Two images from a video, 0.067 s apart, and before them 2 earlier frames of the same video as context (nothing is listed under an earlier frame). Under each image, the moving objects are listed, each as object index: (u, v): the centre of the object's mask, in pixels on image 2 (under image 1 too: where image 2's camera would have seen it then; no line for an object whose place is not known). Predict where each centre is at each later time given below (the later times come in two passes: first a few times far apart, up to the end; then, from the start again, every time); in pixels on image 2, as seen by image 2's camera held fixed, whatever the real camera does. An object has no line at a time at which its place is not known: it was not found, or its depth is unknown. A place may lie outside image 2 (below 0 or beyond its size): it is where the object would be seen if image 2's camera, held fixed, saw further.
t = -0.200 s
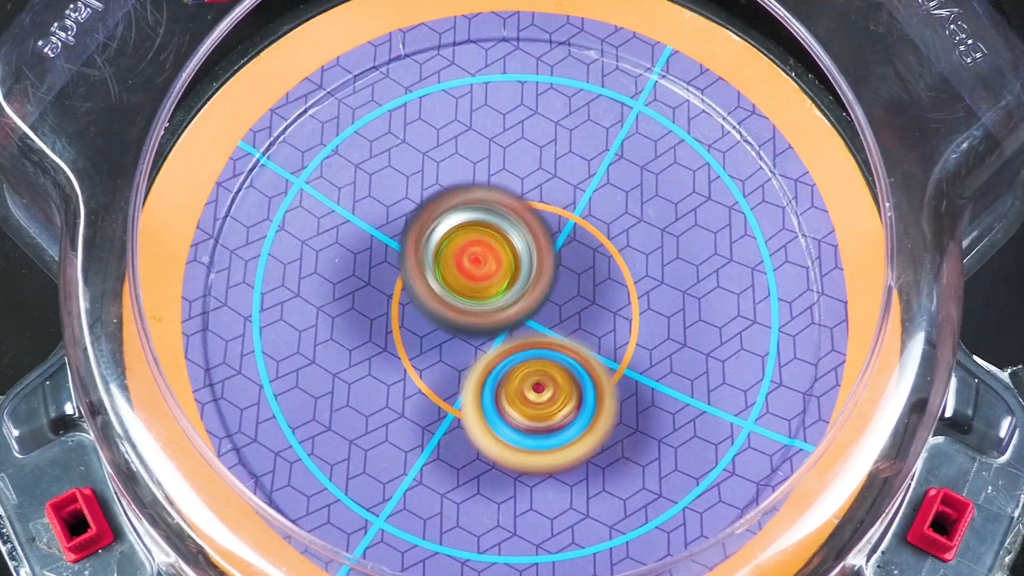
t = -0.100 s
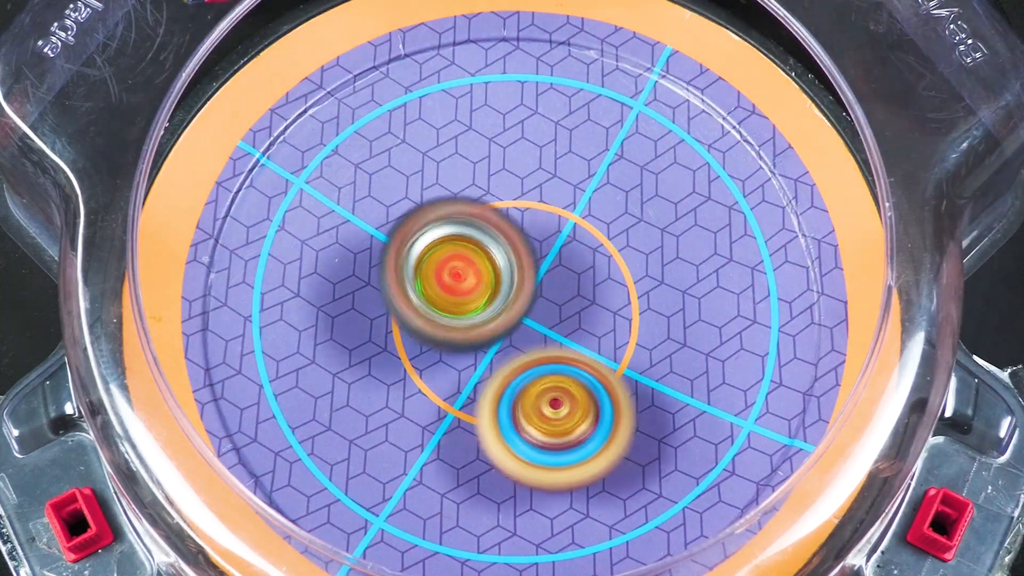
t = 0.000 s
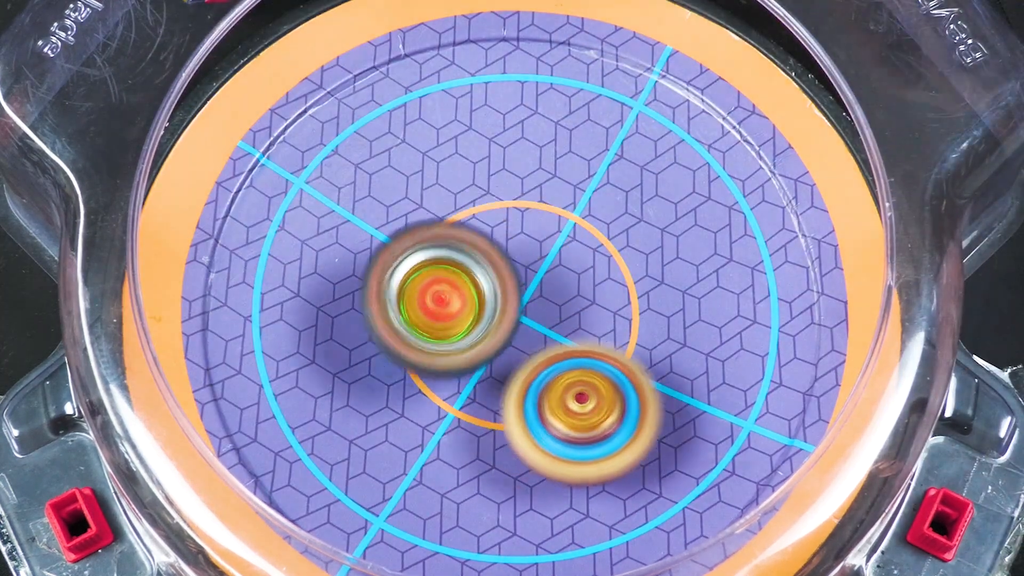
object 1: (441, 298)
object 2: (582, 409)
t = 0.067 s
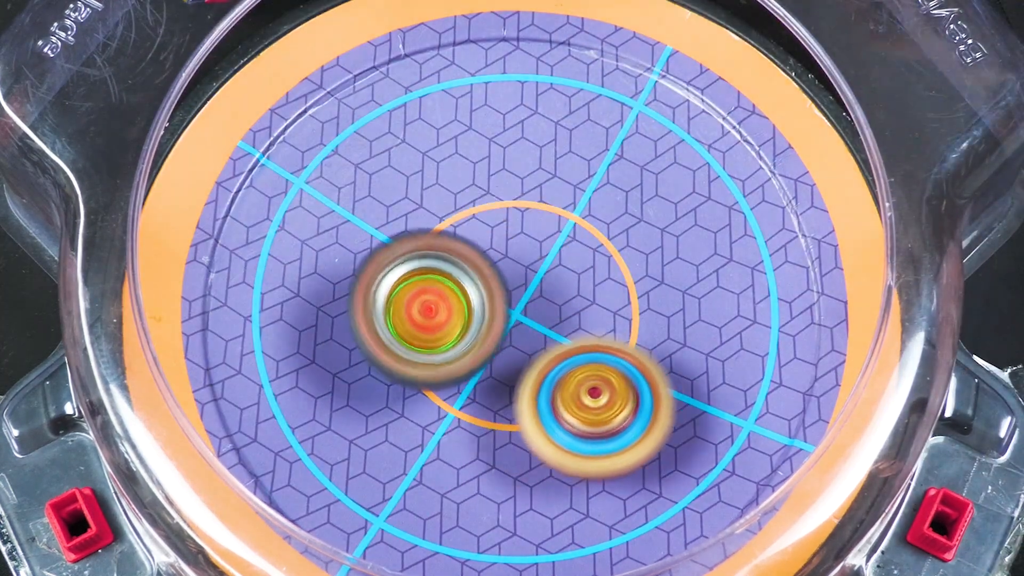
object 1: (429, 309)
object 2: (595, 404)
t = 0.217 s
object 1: (410, 300)
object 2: (604, 401)
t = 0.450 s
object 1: (445, 242)
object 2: (595, 339)
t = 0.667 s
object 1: (496, 212)
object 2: (648, 281)
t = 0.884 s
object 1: (505, 208)
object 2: (616, 323)
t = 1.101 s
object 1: (477, 162)
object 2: (618, 276)
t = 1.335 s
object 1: (529, 163)
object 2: (669, 279)
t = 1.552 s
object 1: (491, 175)
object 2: (615, 381)
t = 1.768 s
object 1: (380, 213)
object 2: (511, 312)
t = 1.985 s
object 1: (336, 255)
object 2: (565, 219)
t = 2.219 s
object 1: (516, 348)
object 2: (618, 266)
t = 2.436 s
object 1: (577, 454)
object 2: (542, 230)
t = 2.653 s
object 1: (555, 333)
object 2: (513, 179)
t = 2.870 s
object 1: (583, 374)
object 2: (533, 76)
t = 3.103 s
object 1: (589, 339)
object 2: (575, 210)
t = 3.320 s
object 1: (603, 471)
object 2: (496, 183)
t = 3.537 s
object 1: (547, 341)
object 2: (477, 205)
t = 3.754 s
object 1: (590, 283)
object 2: (453, 159)
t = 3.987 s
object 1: (626, 292)
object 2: (437, 173)
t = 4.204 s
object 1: (617, 318)
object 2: (419, 214)
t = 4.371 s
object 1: (552, 302)
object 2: (370, 243)
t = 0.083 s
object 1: (425, 310)
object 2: (597, 403)
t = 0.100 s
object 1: (422, 311)
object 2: (600, 402)
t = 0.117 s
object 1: (419, 312)
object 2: (601, 402)
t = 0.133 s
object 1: (417, 311)
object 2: (603, 402)
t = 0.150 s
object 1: (415, 310)
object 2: (603, 402)
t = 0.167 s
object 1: (414, 308)
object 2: (604, 401)
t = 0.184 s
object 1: (412, 306)
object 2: (604, 401)
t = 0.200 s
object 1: (411, 304)
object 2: (604, 401)
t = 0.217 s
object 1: (410, 300)
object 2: (604, 401)
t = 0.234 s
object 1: (410, 297)
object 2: (603, 400)
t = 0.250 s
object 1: (410, 293)
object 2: (602, 399)
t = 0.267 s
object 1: (411, 289)
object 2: (600, 398)
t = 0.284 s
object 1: (412, 284)
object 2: (598, 396)
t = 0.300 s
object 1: (414, 280)
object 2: (596, 393)
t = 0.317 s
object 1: (416, 275)
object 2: (594, 390)
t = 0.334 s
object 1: (418, 271)
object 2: (591, 385)
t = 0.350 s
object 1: (421, 267)
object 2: (590, 381)
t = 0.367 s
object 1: (424, 262)
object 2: (589, 375)
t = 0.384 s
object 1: (428, 258)
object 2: (589, 369)
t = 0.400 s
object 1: (431, 254)
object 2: (588, 362)
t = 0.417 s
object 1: (436, 249)
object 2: (590, 355)
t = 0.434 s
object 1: (440, 245)
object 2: (592, 347)
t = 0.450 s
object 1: (445, 242)
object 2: (595, 339)
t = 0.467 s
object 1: (449, 237)
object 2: (598, 331)
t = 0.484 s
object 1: (453, 234)
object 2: (602, 322)
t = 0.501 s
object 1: (458, 231)
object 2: (607, 314)
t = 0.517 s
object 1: (462, 228)
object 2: (613, 307)
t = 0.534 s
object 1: (467, 225)
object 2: (618, 300)
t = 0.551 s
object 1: (472, 223)
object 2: (625, 294)
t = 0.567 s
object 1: (476, 220)
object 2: (630, 288)
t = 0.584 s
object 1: (480, 219)
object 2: (636, 284)
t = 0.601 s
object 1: (485, 217)
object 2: (640, 281)
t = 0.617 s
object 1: (488, 215)
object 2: (643, 279)
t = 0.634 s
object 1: (491, 214)
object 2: (645, 278)
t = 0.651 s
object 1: (494, 213)
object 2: (647, 279)
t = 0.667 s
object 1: (496, 212)
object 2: (648, 281)
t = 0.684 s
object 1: (499, 212)
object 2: (648, 283)
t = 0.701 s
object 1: (501, 211)
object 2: (648, 287)
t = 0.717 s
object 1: (502, 211)
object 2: (647, 291)
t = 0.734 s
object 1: (504, 211)
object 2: (645, 296)
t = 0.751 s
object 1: (504, 211)
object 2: (642, 301)
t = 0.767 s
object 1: (505, 210)
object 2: (639, 306)
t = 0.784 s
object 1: (506, 211)
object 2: (635, 312)
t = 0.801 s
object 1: (506, 210)
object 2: (632, 316)
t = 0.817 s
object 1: (506, 210)
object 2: (629, 320)
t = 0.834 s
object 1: (505, 210)
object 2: (626, 322)
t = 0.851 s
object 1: (506, 209)
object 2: (622, 324)
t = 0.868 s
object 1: (505, 209)
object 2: (620, 324)
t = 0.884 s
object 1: (505, 208)
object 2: (616, 323)
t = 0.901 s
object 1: (505, 208)
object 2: (613, 321)
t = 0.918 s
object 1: (505, 206)
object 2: (610, 317)
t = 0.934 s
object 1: (503, 202)
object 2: (610, 315)
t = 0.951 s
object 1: (497, 197)
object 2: (613, 313)
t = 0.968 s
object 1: (491, 193)
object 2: (614, 312)
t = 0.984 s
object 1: (485, 188)
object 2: (614, 310)
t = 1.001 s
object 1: (480, 184)
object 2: (615, 306)
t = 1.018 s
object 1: (476, 180)
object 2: (614, 302)
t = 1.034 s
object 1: (473, 175)
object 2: (614, 298)
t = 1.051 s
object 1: (472, 171)
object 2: (615, 292)
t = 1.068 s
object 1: (472, 167)
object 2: (615, 287)
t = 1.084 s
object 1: (474, 164)
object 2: (616, 281)
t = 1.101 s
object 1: (477, 162)
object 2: (618, 276)
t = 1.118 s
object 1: (480, 159)
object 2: (620, 270)
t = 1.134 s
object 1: (484, 158)
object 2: (622, 264)
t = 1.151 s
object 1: (489, 157)
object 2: (625, 260)
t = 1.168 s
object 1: (495, 158)
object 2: (628, 254)
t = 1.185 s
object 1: (501, 157)
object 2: (631, 251)
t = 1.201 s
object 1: (507, 158)
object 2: (634, 247)
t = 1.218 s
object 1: (513, 160)
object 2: (635, 245)
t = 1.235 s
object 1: (519, 161)
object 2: (637, 244)
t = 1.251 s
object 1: (523, 161)
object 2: (641, 246)
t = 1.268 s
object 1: (523, 159)
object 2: (648, 251)
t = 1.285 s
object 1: (524, 158)
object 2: (655, 257)
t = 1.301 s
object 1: (525, 159)
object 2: (661, 264)
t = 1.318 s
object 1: (527, 160)
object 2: (666, 271)
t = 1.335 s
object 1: (529, 163)
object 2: (669, 279)
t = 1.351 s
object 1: (531, 167)
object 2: (670, 287)
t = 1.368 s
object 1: (534, 172)
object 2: (668, 295)
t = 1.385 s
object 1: (538, 177)
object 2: (665, 303)
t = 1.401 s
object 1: (541, 183)
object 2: (659, 311)
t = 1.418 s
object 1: (544, 189)
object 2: (651, 318)
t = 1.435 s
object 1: (547, 195)
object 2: (641, 325)
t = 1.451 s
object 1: (551, 201)
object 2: (629, 330)
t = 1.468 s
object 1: (548, 199)
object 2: (625, 340)
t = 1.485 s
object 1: (536, 192)
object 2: (626, 350)
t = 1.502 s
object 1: (524, 187)
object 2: (627, 361)
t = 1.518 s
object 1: (513, 182)
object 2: (624, 370)
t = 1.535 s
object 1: (502, 178)
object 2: (620, 376)
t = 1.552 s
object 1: (491, 175)
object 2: (615, 381)
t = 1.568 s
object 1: (480, 174)
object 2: (608, 384)
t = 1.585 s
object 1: (470, 173)
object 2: (600, 385)
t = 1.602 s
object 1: (460, 174)
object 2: (590, 384)
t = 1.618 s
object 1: (450, 174)
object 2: (579, 381)
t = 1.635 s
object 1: (442, 177)
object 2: (569, 377)
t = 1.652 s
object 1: (434, 181)
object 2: (557, 371)
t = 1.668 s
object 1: (428, 185)
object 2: (546, 364)
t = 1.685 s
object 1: (422, 191)
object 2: (536, 355)
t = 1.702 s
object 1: (417, 197)
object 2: (524, 344)
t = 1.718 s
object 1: (413, 205)
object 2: (515, 334)
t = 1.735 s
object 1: (409, 213)
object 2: (506, 322)
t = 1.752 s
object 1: (397, 215)
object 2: (508, 316)
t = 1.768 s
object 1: (380, 213)
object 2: (511, 312)
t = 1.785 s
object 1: (367, 213)
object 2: (515, 307)
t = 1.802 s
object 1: (354, 213)
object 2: (518, 300)
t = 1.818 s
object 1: (343, 213)
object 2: (521, 292)
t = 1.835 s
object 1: (334, 215)
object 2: (523, 284)
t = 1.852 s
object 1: (327, 217)
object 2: (526, 274)
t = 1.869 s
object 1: (321, 220)
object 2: (530, 264)
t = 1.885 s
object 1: (318, 223)
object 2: (533, 255)
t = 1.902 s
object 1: (316, 227)
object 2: (538, 246)
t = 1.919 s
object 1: (317, 232)
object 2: (543, 238)
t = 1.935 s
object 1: (318, 237)
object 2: (548, 232)
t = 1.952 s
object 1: (323, 243)
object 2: (554, 226)
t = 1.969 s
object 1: (328, 249)
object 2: (559, 222)
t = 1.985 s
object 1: (336, 255)
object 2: (565, 219)
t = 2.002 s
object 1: (345, 263)
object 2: (571, 217)
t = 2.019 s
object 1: (355, 270)
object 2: (577, 216)
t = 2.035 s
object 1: (366, 278)
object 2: (583, 216)
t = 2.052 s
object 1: (379, 287)
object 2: (589, 218)
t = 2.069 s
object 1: (393, 295)
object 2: (595, 220)
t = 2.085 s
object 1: (406, 303)
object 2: (600, 223)
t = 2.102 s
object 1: (420, 312)
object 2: (604, 228)
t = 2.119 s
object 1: (435, 321)
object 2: (608, 233)
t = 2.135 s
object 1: (449, 329)
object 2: (611, 239)
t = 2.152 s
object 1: (463, 335)
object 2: (613, 246)
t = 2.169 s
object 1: (477, 340)
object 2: (615, 251)
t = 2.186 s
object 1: (491, 344)
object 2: (616, 257)
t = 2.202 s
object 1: (505, 347)
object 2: (616, 262)
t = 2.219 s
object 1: (516, 348)
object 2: (618, 266)
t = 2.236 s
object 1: (527, 353)
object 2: (619, 266)
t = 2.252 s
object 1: (538, 360)
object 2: (618, 265)
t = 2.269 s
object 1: (545, 374)
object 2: (617, 262)
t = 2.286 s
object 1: (551, 389)
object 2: (616, 257)
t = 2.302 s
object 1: (556, 404)
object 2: (613, 251)
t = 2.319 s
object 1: (560, 416)
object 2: (607, 247)
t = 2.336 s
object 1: (564, 427)
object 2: (600, 244)
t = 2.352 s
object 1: (568, 436)
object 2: (592, 241)
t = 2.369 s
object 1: (571, 442)
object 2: (582, 239)
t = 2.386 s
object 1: (574, 448)
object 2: (571, 237)
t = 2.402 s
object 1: (576, 452)
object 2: (561, 235)
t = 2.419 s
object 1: (577, 453)
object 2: (551, 232)
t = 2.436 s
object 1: (577, 454)
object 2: (542, 230)
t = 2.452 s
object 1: (578, 452)
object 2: (534, 227)
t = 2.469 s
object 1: (577, 449)
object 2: (527, 225)
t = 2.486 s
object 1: (576, 444)
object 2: (520, 221)
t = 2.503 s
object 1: (574, 438)
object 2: (515, 218)
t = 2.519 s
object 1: (573, 431)
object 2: (510, 214)
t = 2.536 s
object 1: (571, 422)
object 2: (507, 209)
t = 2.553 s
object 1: (569, 412)
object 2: (504, 204)
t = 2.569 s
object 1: (566, 401)
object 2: (503, 200)
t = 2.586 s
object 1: (564, 389)
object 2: (503, 195)
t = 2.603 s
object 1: (561, 376)
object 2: (504, 190)
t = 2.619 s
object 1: (559, 362)
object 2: (507, 185)
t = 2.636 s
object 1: (557, 348)
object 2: (510, 181)
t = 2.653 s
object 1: (555, 333)
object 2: (513, 179)
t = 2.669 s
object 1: (552, 319)
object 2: (517, 177)
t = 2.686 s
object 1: (549, 305)
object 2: (522, 176)
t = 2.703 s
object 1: (549, 305)
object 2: (523, 168)
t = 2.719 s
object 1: (557, 320)
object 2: (520, 147)
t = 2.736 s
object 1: (562, 332)
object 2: (518, 129)
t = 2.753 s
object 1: (566, 341)
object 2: (517, 114)
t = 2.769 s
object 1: (571, 350)
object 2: (516, 102)
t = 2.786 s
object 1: (574, 358)
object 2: (516, 93)
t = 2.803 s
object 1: (576, 364)
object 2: (518, 85)
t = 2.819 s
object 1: (578, 368)
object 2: (520, 79)
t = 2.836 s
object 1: (578, 371)
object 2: (523, 75)
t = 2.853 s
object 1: (580, 373)
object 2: (528, 75)
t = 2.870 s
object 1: (583, 374)
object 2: (533, 76)
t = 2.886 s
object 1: (585, 373)
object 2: (538, 79)
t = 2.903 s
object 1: (586, 373)
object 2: (544, 83)
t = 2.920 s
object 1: (586, 371)
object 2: (550, 90)
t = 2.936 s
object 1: (587, 368)
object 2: (556, 99)
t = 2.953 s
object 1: (587, 365)
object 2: (563, 111)
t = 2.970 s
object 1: (587, 361)
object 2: (570, 122)
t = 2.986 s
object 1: (587, 356)
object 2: (575, 135)
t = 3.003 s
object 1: (587, 352)
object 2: (580, 148)
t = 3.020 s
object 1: (588, 346)
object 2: (583, 161)
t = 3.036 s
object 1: (588, 341)
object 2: (585, 175)
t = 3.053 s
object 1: (587, 335)
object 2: (586, 188)
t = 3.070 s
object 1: (587, 331)
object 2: (585, 201)
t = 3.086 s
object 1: (586, 329)
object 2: (582, 209)
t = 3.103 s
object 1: (589, 339)
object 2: (575, 210)
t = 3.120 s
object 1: (593, 361)
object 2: (566, 201)
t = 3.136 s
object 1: (596, 378)
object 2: (557, 193)
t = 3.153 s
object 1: (599, 396)
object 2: (549, 188)
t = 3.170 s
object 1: (602, 412)
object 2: (541, 183)
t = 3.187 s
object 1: (605, 425)
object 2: (534, 180)
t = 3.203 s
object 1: (607, 438)
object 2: (528, 178)
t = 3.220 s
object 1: (607, 448)
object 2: (521, 177)
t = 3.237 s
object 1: (609, 457)
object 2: (516, 177)
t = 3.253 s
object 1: (609, 463)
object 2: (511, 177)
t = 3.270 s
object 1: (609, 469)
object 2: (507, 178)
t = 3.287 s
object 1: (608, 471)
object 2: (503, 179)
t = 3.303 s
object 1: (606, 472)
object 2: (499, 181)
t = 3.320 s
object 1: (603, 471)
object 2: (496, 183)
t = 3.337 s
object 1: (600, 469)
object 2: (493, 185)
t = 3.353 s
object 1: (597, 464)
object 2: (490, 187)
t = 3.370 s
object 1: (593, 459)
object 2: (488, 189)
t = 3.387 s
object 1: (588, 452)
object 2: (487, 191)
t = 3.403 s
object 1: (584, 443)
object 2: (485, 192)
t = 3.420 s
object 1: (580, 433)
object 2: (484, 194)
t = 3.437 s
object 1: (574, 421)
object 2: (483, 196)
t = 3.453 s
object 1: (569, 409)
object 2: (482, 198)
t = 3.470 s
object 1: (565, 396)
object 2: (482, 200)
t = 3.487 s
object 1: (561, 384)
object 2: (481, 201)
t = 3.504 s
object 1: (556, 369)
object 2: (480, 203)
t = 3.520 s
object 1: (551, 355)
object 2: (478, 204)
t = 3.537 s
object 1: (547, 341)
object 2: (477, 205)
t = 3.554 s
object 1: (541, 325)
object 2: (476, 206)
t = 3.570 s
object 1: (541, 316)
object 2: (473, 204)
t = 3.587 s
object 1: (547, 314)
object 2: (467, 194)
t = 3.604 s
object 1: (553, 312)
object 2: (461, 185)
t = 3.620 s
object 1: (559, 309)
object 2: (457, 178)
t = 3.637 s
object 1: (564, 306)
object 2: (454, 173)
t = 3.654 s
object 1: (569, 303)
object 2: (451, 168)
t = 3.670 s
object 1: (573, 299)
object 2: (450, 164)
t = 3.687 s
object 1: (577, 296)
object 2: (449, 162)
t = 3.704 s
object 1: (581, 292)
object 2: (449, 160)
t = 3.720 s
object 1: (584, 289)
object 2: (450, 159)
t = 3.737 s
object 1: (588, 286)
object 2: (451, 159)
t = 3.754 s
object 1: (590, 283)
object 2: (453, 159)
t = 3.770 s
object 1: (593, 279)
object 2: (455, 160)
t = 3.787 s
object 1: (595, 278)
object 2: (457, 161)
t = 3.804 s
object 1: (596, 275)
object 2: (460, 163)
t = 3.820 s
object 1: (597, 273)
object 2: (463, 165)
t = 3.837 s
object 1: (597, 271)
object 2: (466, 167)
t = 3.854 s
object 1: (597, 270)
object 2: (468, 170)
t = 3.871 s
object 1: (596, 268)
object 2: (470, 173)
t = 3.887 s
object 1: (595, 267)
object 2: (472, 176)
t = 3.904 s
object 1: (591, 266)
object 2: (473, 179)
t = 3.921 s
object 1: (587, 265)
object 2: (475, 182)
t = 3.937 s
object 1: (589, 266)
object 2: (472, 182)
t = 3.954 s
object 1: (602, 275)
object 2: (458, 178)
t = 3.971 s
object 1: (615, 286)
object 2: (446, 175)
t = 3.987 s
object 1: (626, 292)
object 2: (437, 173)
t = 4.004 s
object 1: (636, 300)
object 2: (429, 173)
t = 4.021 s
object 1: (644, 306)
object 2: (423, 173)
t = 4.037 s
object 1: (651, 313)
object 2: (420, 175)
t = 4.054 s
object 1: (657, 319)
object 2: (417, 177)
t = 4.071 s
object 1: (660, 324)
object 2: (415, 179)
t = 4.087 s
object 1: (661, 328)
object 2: (414, 182)
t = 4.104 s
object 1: (659, 331)
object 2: (414, 186)
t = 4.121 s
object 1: (656, 333)
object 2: (414, 190)
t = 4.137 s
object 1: (652, 332)
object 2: (414, 194)
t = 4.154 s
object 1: (645, 331)
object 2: (415, 198)
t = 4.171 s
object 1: (637, 328)
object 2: (416, 203)
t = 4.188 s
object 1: (628, 322)
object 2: (417, 208)
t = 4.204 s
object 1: (617, 318)
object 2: (419, 214)
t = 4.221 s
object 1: (605, 312)
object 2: (421, 219)
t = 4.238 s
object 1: (590, 306)
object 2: (422, 224)
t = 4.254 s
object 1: (575, 302)
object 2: (423, 230)
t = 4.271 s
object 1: (558, 296)
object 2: (425, 235)
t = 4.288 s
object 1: (544, 292)
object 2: (425, 239)
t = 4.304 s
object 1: (543, 292)
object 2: (416, 239)
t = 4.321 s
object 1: (548, 294)
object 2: (403, 238)
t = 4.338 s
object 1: (551, 298)
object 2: (390, 238)
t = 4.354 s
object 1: (552, 300)
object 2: (380, 240)
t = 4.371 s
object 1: (552, 302)
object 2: (370, 243)
